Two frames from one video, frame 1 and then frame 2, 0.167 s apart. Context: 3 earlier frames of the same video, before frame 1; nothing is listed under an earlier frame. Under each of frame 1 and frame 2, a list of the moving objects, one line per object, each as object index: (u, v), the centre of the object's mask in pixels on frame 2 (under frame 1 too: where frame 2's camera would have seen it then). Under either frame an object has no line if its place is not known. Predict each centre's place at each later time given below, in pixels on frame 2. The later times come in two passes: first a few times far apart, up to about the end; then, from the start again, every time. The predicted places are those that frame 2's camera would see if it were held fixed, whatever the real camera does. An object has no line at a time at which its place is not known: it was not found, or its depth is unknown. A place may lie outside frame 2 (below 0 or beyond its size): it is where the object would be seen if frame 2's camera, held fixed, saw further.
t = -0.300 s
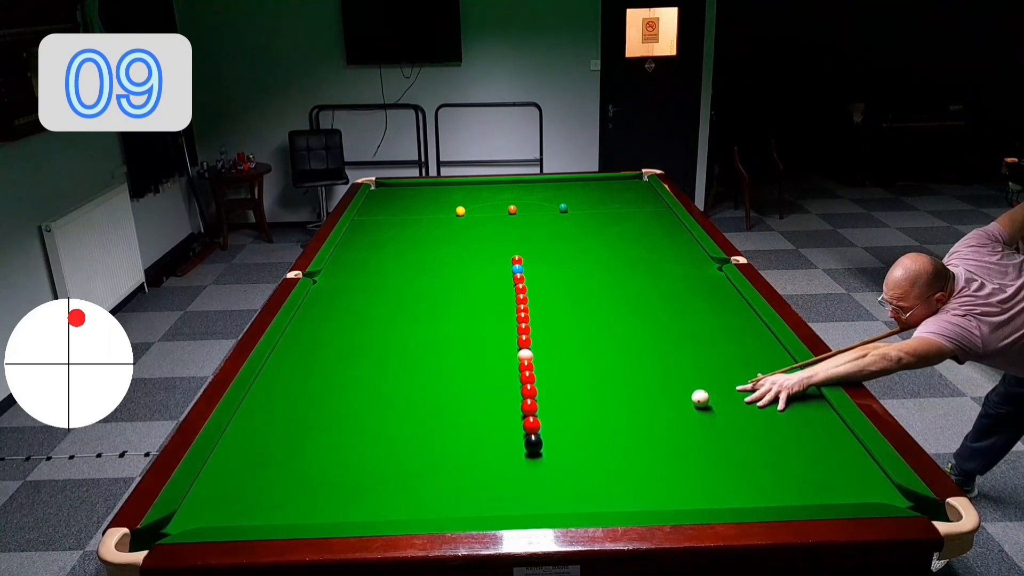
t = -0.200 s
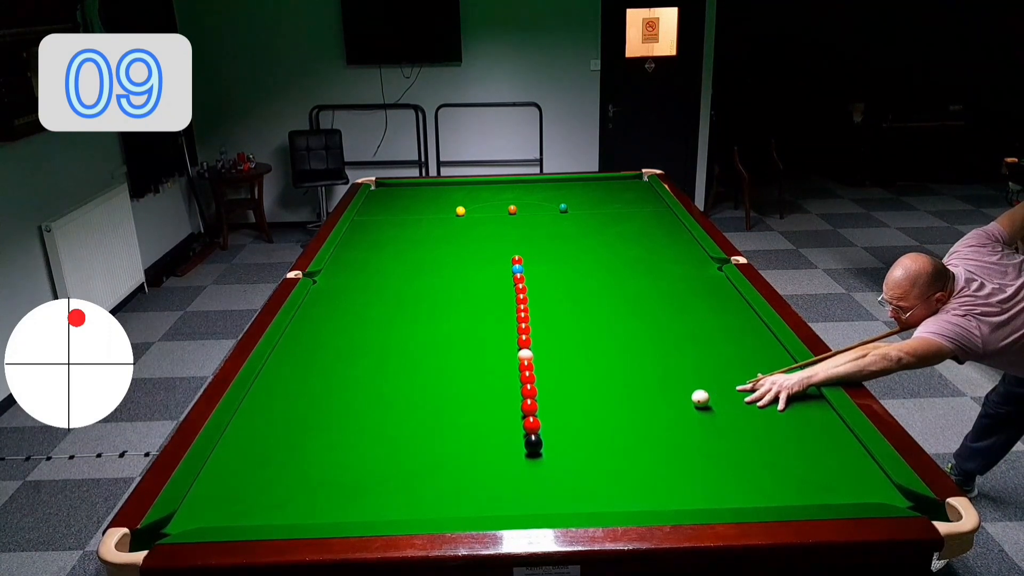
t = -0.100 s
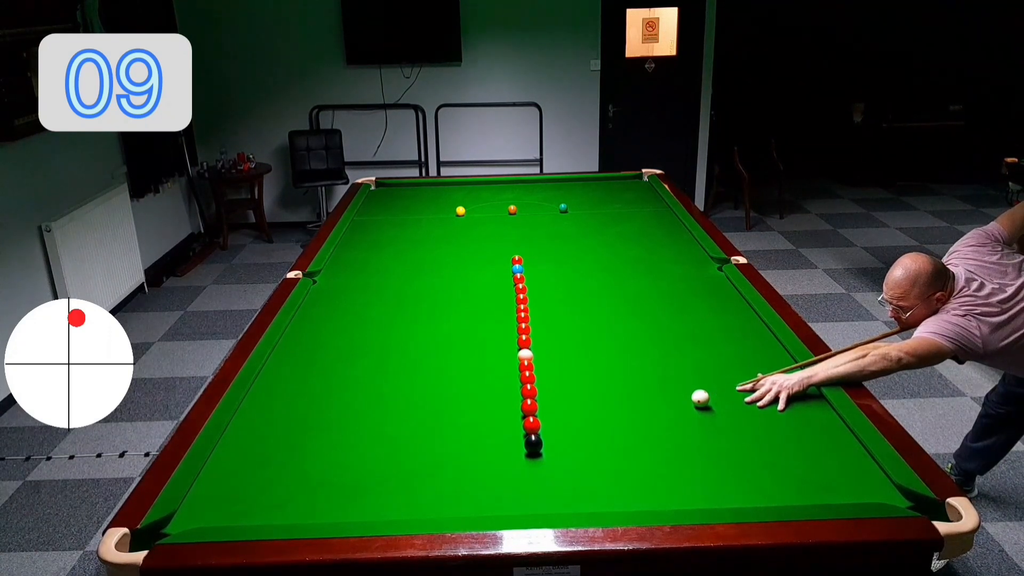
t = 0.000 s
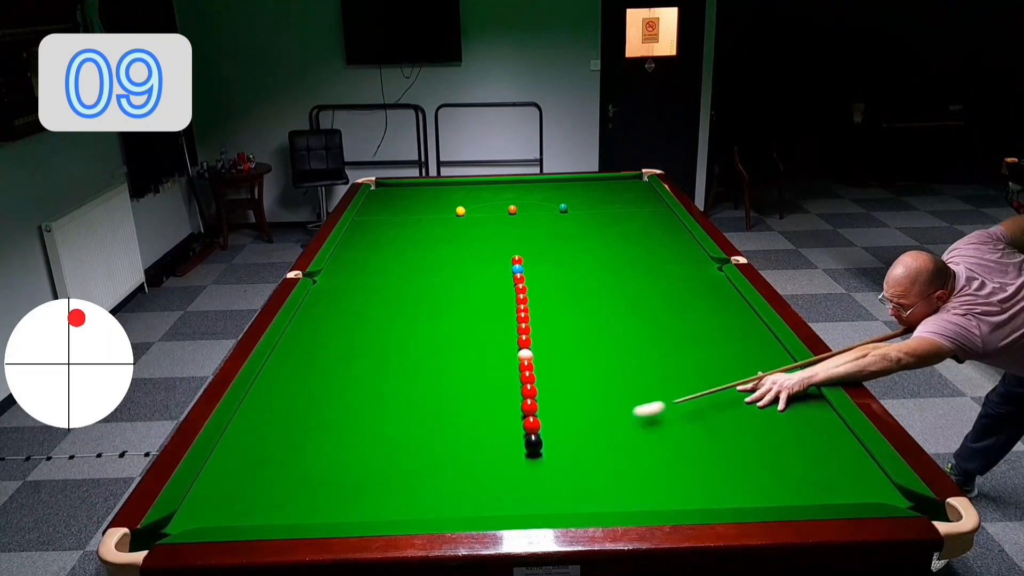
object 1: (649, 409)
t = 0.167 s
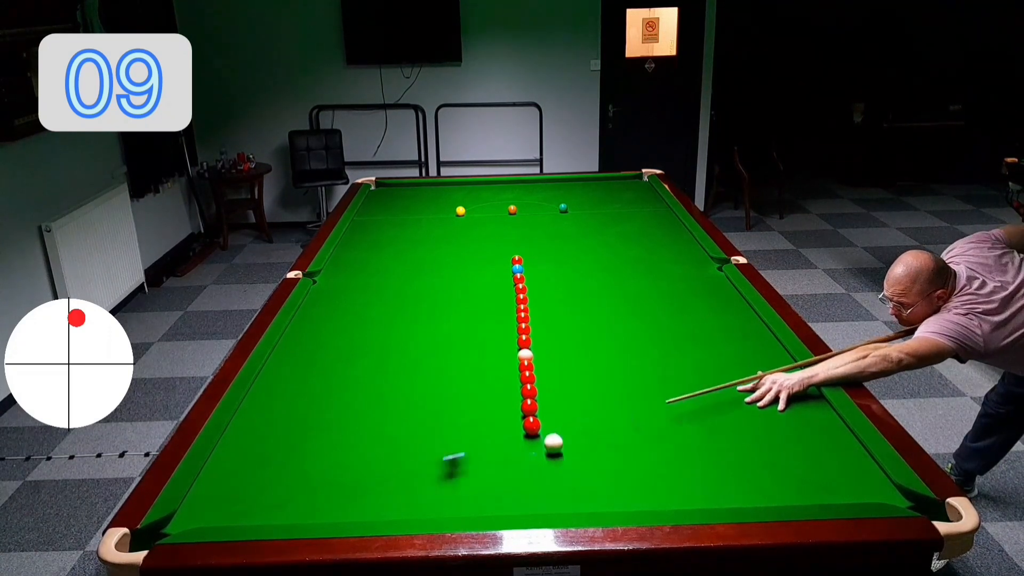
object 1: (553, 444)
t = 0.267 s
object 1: (552, 451)
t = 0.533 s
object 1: (516, 475)
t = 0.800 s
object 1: (448, 508)
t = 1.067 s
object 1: (395, 502)
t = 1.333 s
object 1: (351, 490)
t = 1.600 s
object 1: (311, 478)
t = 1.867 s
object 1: (274, 467)
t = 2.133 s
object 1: (241, 457)
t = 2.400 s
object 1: (231, 448)
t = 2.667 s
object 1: (254, 441)
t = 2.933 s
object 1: (274, 434)
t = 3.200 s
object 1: (292, 428)
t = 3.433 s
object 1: (305, 423)
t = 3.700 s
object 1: (319, 418)
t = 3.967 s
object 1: (330, 414)
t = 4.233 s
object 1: (339, 410)
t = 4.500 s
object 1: (346, 407)
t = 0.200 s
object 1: (554, 446)
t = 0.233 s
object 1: (553, 448)
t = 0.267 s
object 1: (552, 451)
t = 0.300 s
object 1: (550, 453)
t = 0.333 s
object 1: (548, 456)
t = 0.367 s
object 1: (544, 458)
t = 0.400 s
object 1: (540, 461)
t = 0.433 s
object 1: (535, 464)
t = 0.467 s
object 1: (530, 468)
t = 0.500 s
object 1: (523, 472)
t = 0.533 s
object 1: (516, 475)
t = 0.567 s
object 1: (508, 479)
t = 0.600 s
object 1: (499, 484)
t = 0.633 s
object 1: (491, 488)
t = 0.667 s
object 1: (483, 492)
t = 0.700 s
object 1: (474, 496)
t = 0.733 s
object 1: (465, 501)
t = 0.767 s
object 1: (456, 505)
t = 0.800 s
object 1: (448, 508)
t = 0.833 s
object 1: (439, 511)
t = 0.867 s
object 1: (431, 511)
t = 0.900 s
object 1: (425, 509)
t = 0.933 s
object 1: (419, 508)
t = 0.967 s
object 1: (413, 507)
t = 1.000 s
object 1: (407, 506)
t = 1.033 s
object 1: (401, 504)
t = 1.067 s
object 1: (395, 502)
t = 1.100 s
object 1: (389, 500)
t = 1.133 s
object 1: (383, 499)
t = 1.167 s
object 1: (378, 498)
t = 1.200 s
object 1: (372, 495)
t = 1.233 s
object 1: (367, 494)
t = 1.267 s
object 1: (361, 493)
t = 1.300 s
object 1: (356, 491)
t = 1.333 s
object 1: (351, 490)
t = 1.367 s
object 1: (345, 488)
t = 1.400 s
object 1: (340, 486)
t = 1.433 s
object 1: (335, 485)
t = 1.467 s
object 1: (330, 484)
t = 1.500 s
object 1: (325, 482)
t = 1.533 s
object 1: (320, 481)
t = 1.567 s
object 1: (315, 479)
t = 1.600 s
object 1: (311, 478)
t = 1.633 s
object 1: (306, 477)
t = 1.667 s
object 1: (301, 475)
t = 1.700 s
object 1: (296, 474)
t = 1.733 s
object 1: (292, 472)
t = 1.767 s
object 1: (287, 471)
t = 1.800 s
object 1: (283, 470)
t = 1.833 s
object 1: (278, 469)
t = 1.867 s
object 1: (274, 467)
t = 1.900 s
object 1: (270, 466)
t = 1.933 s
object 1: (266, 464)
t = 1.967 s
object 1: (261, 464)
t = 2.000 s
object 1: (257, 462)
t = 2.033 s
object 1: (253, 461)
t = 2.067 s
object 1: (249, 460)
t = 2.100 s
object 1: (245, 459)
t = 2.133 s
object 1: (241, 457)
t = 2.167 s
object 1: (237, 456)
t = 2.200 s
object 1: (234, 455)
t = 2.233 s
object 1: (230, 454)
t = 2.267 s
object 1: (226, 453)
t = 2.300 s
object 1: (222, 451)
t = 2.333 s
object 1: (224, 450)
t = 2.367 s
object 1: (228, 449)
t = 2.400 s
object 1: (231, 448)
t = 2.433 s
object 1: (234, 448)
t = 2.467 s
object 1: (237, 447)
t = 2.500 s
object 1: (240, 445)
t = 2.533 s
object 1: (243, 444)
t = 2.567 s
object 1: (246, 443)
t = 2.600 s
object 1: (248, 442)
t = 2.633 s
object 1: (251, 442)
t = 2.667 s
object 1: (254, 441)
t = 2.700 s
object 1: (257, 440)
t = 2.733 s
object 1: (259, 439)
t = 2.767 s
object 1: (262, 438)
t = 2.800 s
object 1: (264, 437)
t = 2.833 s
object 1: (267, 436)
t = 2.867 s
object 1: (269, 436)
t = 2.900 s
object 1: (272, 435)
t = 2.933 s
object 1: (274, 434)
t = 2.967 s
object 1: (277, 433)
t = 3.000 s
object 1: (279, 432)
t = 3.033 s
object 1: (281, 432)
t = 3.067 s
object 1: (283, 431)
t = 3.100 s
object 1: (286, 430)
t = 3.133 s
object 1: (288, 429)
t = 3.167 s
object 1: (290, 429)
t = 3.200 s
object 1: (292, 428)
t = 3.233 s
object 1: (294, 427)
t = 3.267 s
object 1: (296, 427)
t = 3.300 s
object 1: (298, 426)
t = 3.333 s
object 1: (300, 425)
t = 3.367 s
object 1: (302, 424)
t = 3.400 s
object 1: (304, 424)
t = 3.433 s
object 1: (305, 423)
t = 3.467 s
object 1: (307, 422)
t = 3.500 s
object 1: (309, 421)
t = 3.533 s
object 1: (311, 421)
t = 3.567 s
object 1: (312, 420)
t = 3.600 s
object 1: (314, 420)
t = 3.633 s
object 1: (316, 419)
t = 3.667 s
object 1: (317, 419)
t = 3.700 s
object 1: (319, 418)
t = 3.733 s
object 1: (320, 417)
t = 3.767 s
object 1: (322, 417)
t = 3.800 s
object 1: (323, 416)
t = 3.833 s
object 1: (325, 416)
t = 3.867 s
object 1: (326, 415)
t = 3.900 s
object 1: (327, 415)
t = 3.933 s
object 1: (329, 414)
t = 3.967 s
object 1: (330, 414)
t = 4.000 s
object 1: (331, 413)
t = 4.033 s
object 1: (333, 413)
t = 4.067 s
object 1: (334, 413)
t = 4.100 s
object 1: (335, 412)
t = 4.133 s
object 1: (336, 412)
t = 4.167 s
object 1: (337, 411)
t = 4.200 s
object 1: (338, 411)
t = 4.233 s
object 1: (339, 410)
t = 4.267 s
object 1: (340, 410)
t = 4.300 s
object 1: (341, 409)
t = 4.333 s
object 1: (342, 409)
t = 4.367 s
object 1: (343, 409)
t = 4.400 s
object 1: (344, 408)
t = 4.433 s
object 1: (345, 408)
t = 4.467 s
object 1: (346, 408)
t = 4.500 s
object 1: (346, 407)
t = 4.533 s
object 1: (347, 407)
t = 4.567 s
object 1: (348, 407)
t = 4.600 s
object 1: (349, 406)
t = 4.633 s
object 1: (349, 406)
